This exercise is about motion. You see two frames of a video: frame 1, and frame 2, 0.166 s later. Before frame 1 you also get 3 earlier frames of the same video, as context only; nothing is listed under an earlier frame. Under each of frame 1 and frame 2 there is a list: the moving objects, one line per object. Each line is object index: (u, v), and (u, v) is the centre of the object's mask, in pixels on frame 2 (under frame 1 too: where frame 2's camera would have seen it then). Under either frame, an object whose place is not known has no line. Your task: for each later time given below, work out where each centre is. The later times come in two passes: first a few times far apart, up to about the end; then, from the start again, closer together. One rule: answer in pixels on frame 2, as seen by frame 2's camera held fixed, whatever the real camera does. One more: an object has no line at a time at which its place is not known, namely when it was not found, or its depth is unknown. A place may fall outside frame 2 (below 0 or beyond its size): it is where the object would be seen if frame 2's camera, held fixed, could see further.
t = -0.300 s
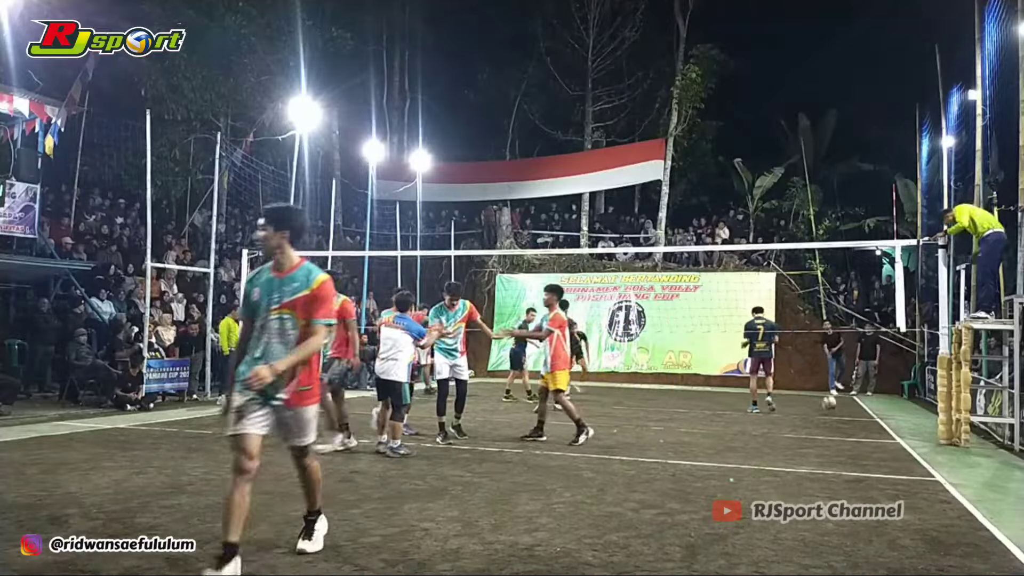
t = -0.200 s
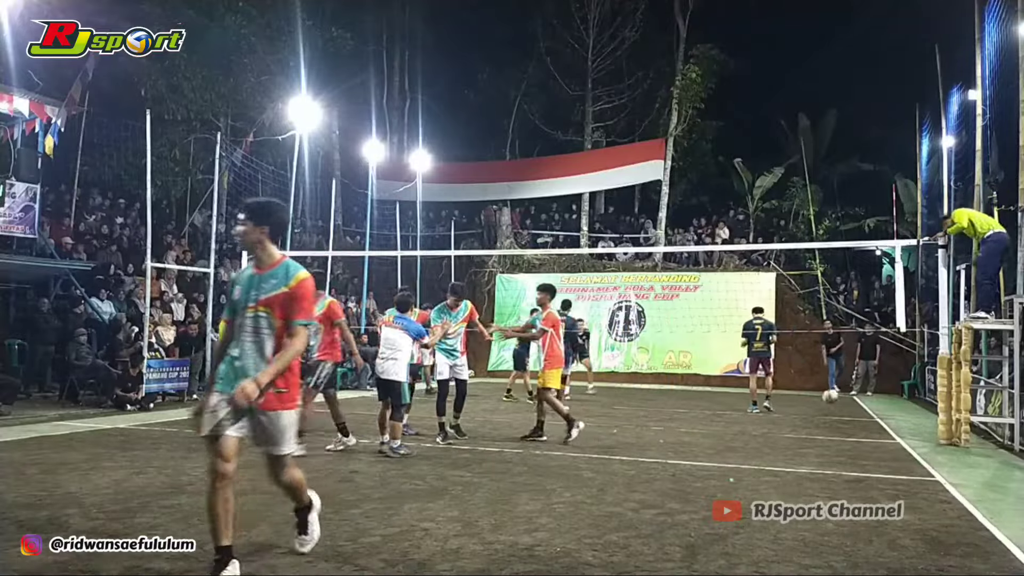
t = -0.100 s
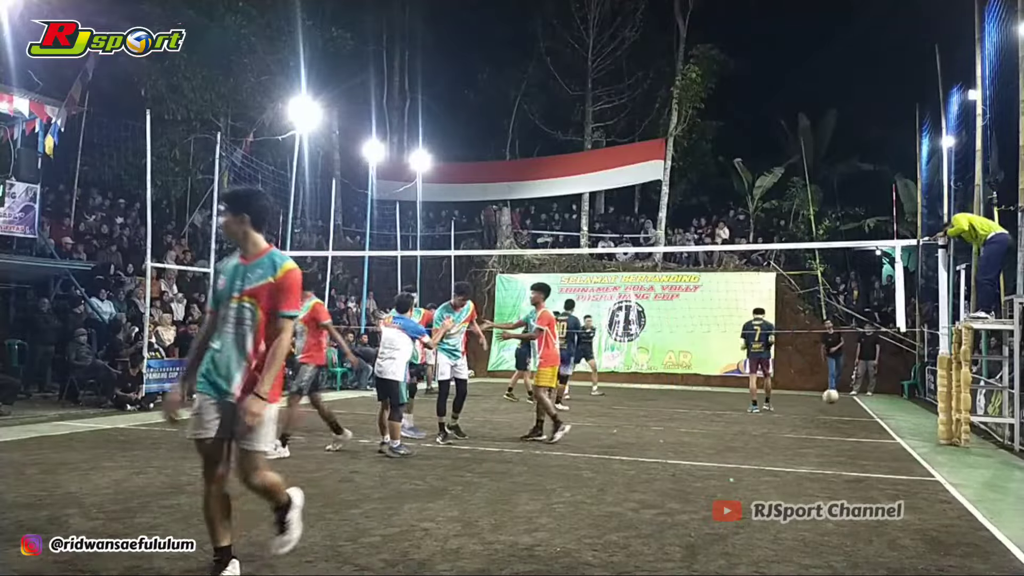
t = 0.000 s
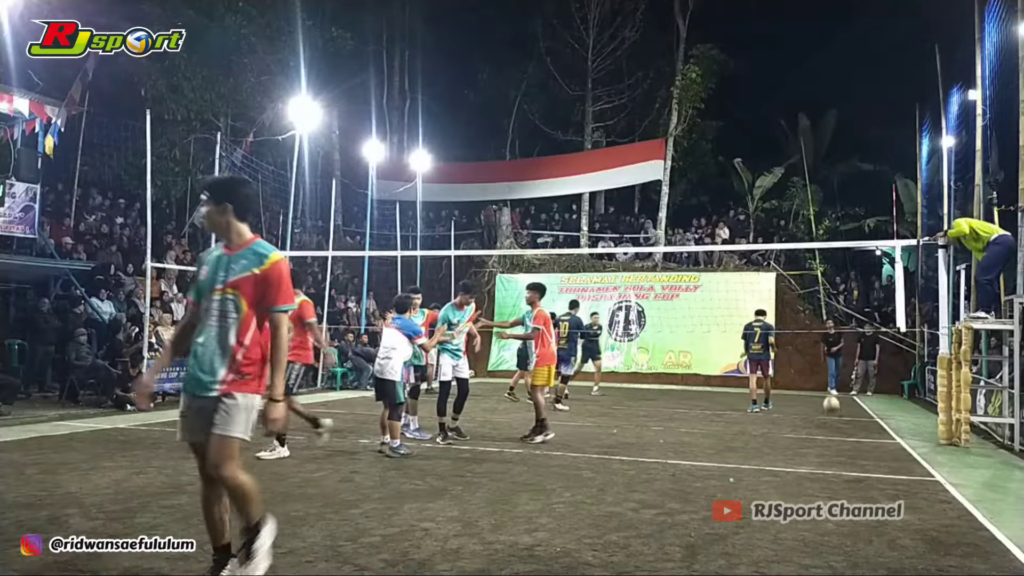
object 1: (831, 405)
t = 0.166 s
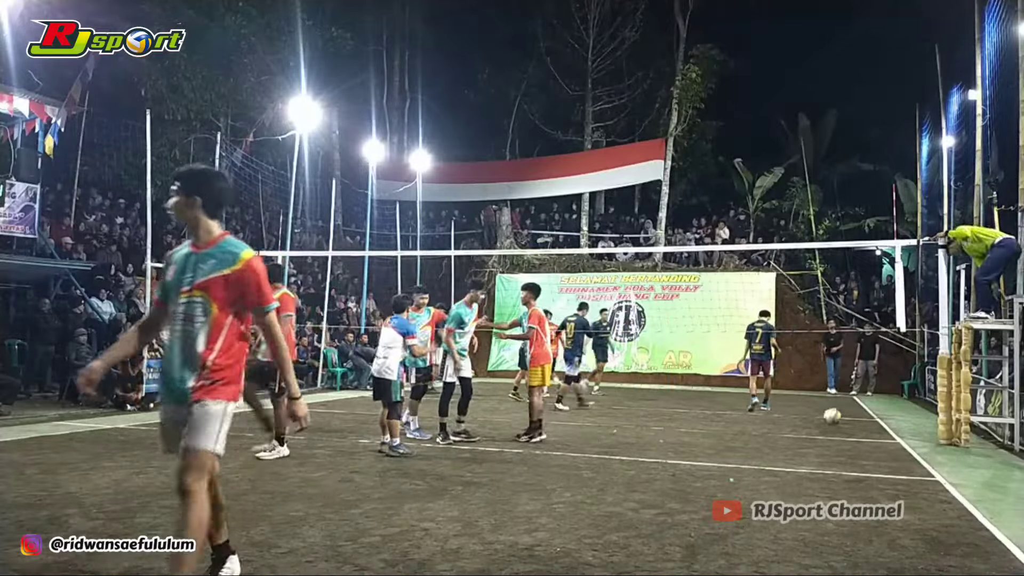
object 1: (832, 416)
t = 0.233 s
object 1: (833, 410)
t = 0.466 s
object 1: (836, 417)
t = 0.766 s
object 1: (840, 428)
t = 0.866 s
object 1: (839, 428)
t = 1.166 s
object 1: (842, 483)
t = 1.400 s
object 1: (843, 489)
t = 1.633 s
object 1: (847, 555)
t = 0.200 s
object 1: (832, 413)
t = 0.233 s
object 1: (833, 410)
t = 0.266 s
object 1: (833, 409)
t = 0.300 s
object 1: (834, 408)
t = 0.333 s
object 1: (835, 408)
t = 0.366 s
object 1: (835, 408)
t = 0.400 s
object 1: (835, 410)
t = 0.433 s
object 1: (836, 412)
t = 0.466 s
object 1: (836, 417)
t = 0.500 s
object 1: (836, 422)
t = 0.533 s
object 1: (837, 428)
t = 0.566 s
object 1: (838, 435)
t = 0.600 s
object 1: (838, 446)
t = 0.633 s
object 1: (838, 443)
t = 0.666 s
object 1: (839, 437)
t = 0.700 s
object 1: (839, 433)
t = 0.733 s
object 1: (839, 430)
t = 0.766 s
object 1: (840, 428)
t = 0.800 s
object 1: (840, 427)
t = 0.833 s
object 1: (839, 426)
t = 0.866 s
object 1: (839, 428)
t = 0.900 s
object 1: (840, 430)
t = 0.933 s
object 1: (840, 434)
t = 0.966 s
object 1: (840, 440)
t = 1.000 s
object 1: (840, 448)
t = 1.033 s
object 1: (841, 456)
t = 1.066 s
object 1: (841, 468)
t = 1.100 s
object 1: (841, 482)
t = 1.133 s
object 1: (842, 486)
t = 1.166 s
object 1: (842, 483)
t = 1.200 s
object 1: (842, 478)
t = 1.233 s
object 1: (841, 477)
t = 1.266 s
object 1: (842, 476)
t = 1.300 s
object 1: (842, 477)
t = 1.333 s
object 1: (843, 479)
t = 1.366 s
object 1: (843, 484)
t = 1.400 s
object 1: (843, 489)
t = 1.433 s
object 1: (843, 493)
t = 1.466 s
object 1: (844, 515)
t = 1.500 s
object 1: (845, 536)
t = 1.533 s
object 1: (845, 551)
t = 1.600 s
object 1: (846, 557)
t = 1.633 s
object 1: (847, 555)
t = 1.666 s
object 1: (848, 555)
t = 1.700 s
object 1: (849, 556)
